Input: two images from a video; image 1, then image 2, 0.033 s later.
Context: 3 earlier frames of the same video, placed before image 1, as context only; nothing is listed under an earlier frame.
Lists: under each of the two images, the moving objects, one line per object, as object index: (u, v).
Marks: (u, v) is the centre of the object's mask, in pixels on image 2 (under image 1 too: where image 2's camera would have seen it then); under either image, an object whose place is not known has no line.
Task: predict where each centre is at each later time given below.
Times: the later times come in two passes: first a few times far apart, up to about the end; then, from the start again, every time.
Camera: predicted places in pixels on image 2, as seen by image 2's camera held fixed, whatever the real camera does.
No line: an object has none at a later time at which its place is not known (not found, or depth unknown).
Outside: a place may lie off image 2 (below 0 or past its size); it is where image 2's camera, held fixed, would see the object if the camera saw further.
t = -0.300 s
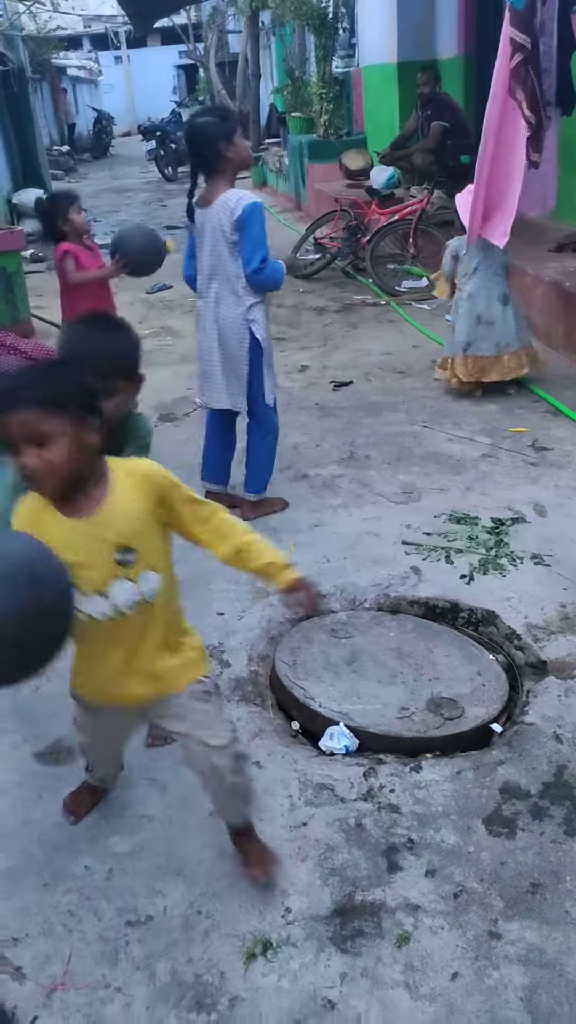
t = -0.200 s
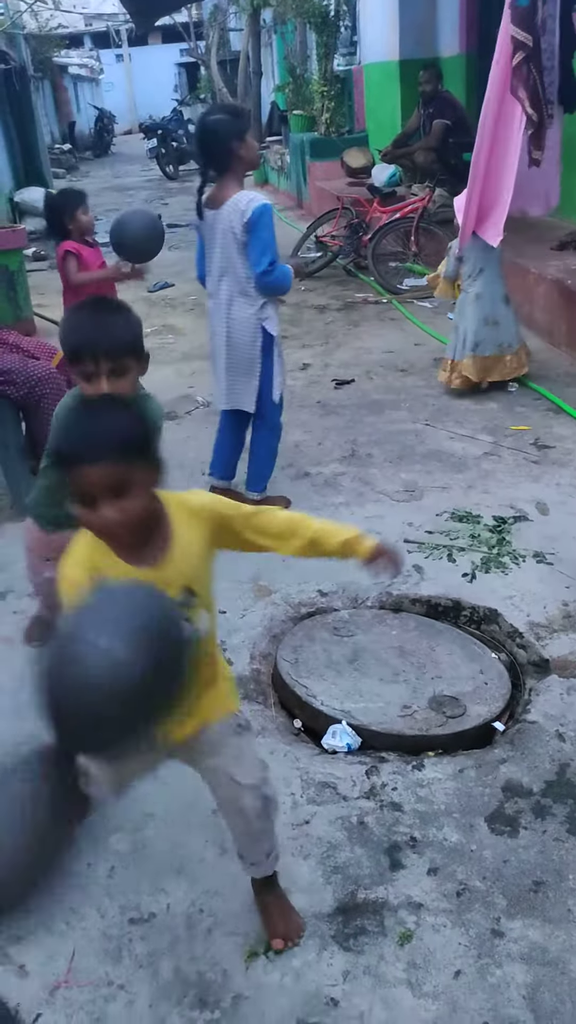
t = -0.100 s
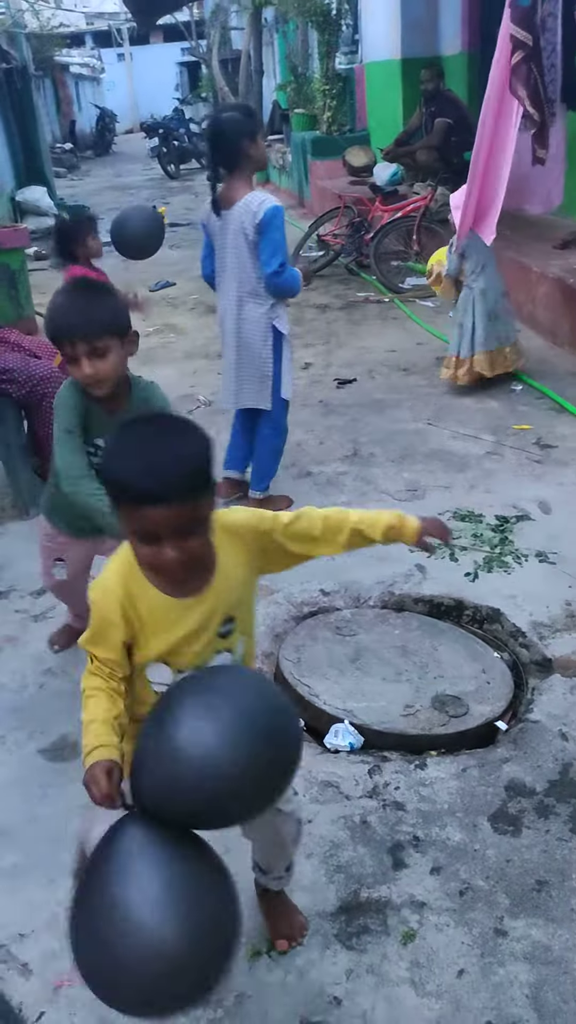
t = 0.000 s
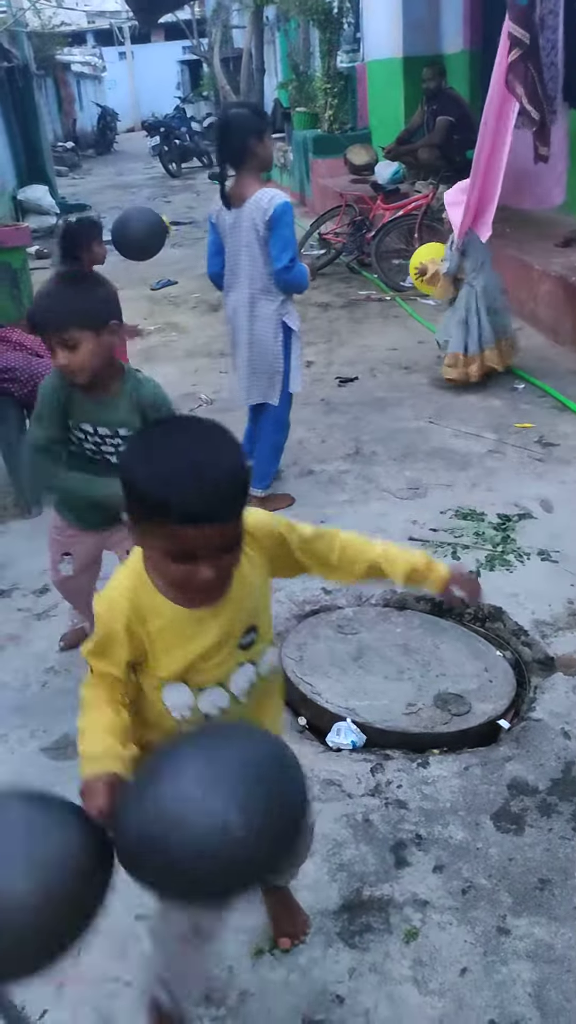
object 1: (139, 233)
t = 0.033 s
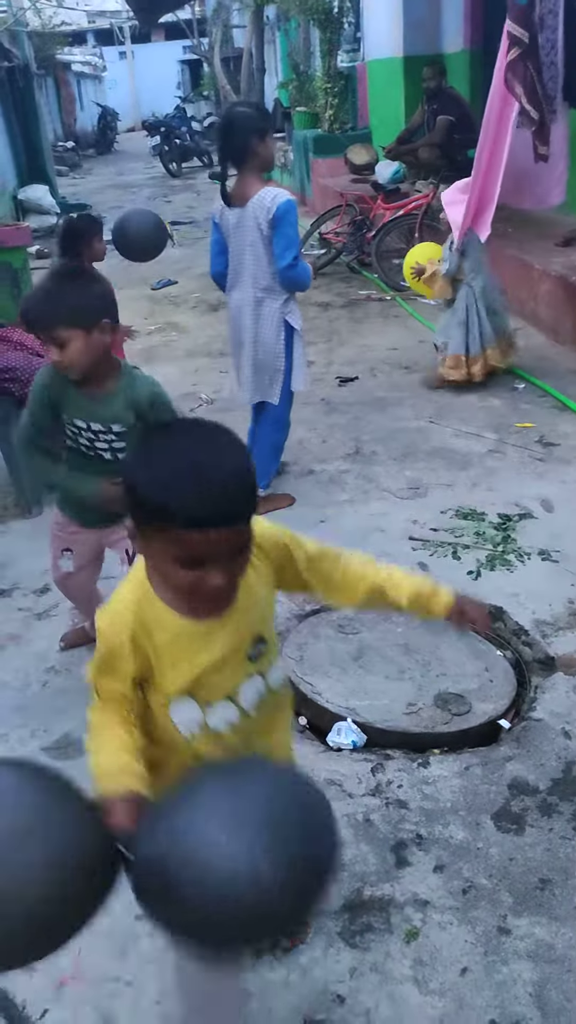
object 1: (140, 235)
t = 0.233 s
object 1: (156, 267)
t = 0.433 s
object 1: (171, 340)
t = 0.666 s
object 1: (174, 411)
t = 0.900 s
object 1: (187, 387)
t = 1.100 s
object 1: (202, 408)
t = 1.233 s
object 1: (208, 422)
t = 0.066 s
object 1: (141, 238)
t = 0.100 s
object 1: (143, 240)
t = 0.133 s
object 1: (146, 245)
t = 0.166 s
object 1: (148, 249)
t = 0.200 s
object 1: (153, 259)
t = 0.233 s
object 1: (156, 267)
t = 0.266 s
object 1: (160, 277)
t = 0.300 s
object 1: (163, 289)
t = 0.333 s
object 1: (165, 301)
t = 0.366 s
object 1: (168, 313)
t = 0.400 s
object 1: (170, 326)
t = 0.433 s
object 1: (171, 340)
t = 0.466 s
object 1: (172, 352)
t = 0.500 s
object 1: (173, 366)
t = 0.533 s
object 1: (173, 378)
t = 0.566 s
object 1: (173, 390)
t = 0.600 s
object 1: (172, 403)
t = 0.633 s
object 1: (171, 416)
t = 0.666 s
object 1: (174, 411)
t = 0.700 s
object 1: (176, 405)
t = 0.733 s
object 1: (178, 399)
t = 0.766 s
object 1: (180, 394)
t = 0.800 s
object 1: (182, 391)
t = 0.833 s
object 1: (184, 388)
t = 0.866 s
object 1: (186, 387)
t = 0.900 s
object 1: (187, 387)
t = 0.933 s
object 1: (189, 387)
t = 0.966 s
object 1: (190, 390)
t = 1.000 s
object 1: (193, 393)
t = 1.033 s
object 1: (195, 397)
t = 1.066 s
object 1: (198, 402)
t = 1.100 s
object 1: (202, 408)
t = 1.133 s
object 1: (205, 413)
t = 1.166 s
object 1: (207, 418)
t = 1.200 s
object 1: (208, 420)
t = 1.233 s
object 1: (208, 422)
